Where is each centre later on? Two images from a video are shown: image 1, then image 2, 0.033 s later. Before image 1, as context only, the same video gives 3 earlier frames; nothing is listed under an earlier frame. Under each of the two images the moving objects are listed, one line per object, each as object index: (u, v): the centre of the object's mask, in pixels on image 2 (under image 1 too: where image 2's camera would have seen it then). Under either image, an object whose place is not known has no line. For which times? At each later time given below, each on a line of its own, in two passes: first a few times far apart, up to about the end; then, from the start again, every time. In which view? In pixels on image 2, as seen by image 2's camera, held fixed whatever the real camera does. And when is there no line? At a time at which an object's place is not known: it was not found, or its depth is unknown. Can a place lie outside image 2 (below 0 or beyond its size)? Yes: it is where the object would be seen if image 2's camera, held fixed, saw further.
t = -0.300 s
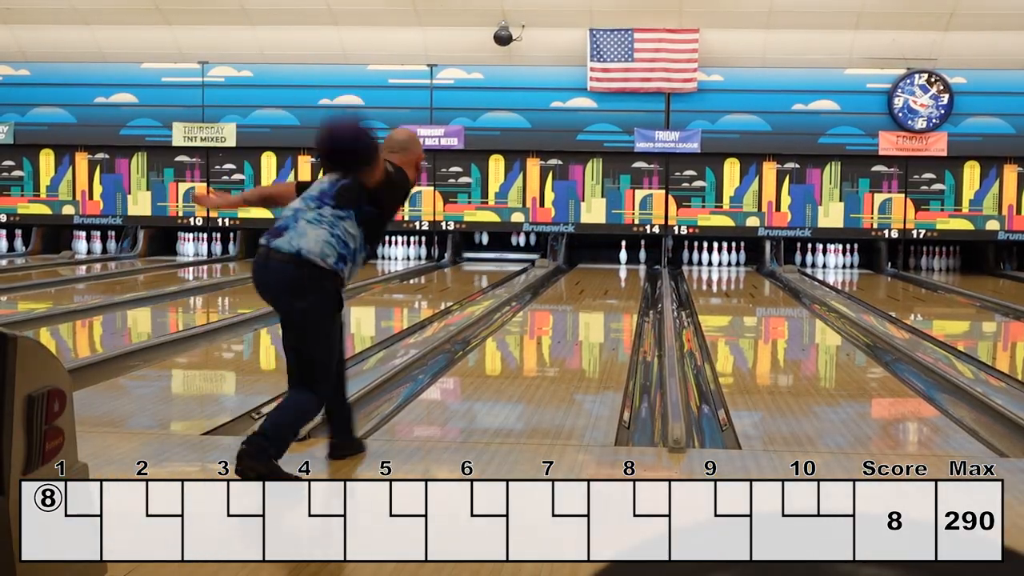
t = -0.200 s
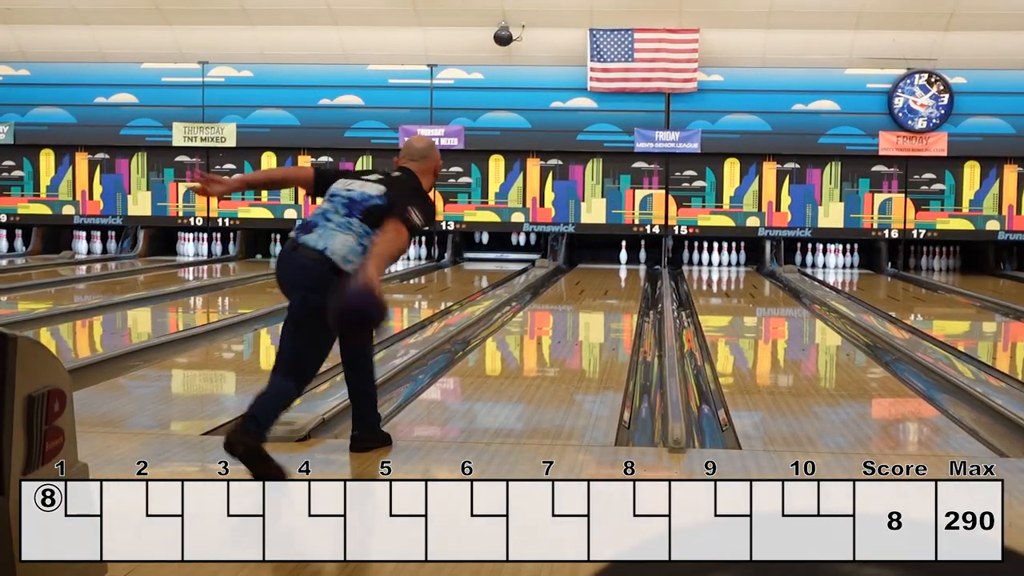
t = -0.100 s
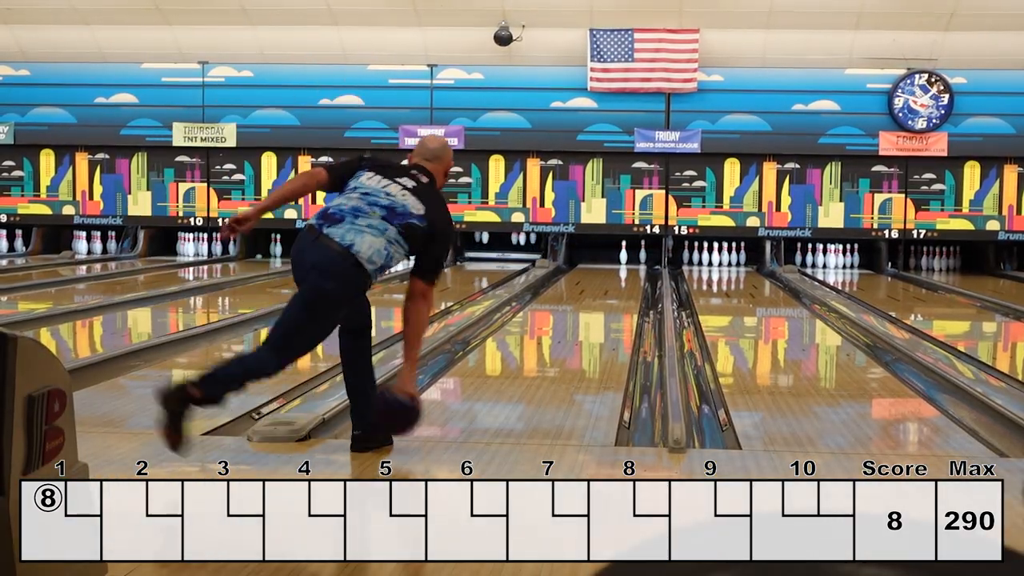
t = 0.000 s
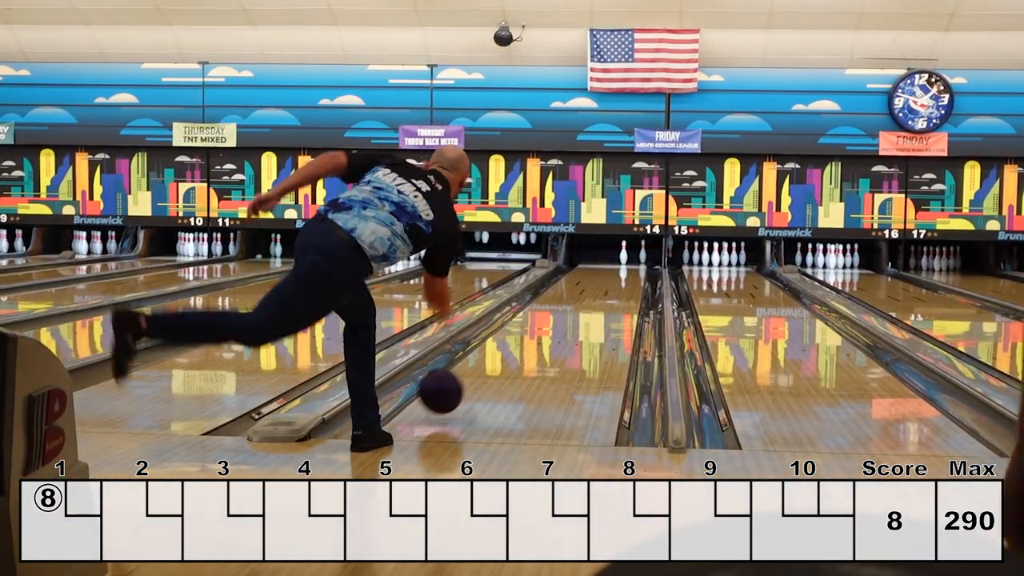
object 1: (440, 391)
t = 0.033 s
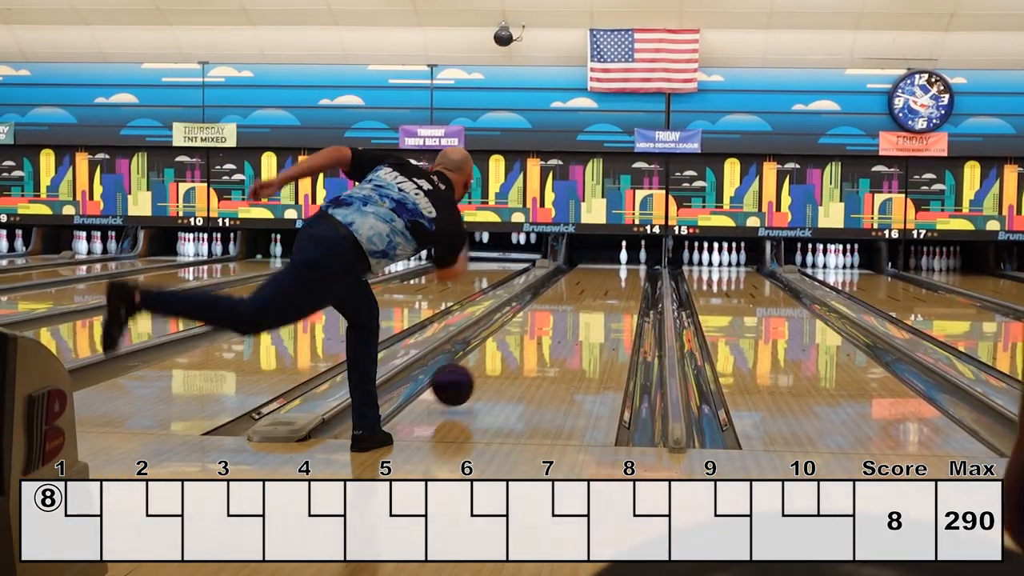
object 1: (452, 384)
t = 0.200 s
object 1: (499, 357)
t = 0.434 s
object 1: (541, 326)
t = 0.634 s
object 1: (566, 308)
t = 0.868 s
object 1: (587, 292)
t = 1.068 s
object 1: (600, 282)
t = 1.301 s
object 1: (612, 273)
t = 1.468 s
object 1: (619, 268)
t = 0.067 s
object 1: (463, 381)
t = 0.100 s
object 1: (472, 376)
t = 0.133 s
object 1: (482, 369)
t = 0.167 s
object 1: (490, 363)
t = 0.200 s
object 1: (499, 357)
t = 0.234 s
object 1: (506, 351)
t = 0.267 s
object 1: (513, 346)
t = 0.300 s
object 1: (519, 342)
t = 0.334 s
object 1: (525, 337)
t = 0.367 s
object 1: (531, 334)
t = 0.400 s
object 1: (539, 328)
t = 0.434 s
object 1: (541, 326)
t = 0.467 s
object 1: (546, 322)
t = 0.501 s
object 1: (551, 319)
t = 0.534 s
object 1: (555, 317)
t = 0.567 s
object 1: (559, 313)
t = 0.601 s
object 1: (562, 311)
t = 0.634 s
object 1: (566, 308)
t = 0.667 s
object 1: (570, 305)
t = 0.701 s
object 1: (573, 303)
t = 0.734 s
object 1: (576, 300)
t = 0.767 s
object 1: (579, 298)
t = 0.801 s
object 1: (582, 296)
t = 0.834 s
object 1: (585, 294)
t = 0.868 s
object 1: (587, 292)
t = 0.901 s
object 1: (589, 290)
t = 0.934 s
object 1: (592, 288)
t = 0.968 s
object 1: (594, 287)
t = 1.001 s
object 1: (597, 285)
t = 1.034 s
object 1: (599, 284)
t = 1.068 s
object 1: (600, 282)
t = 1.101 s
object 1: (603, 281)
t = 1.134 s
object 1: (604, 279)
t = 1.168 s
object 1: (606, 278)
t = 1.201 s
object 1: (608, 277)
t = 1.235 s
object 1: (609, 276)
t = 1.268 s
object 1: (611, 274)
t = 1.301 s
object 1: (612, 273)
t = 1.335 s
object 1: (614, 272)
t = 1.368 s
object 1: (615, 271)
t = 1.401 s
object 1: (616, 270)
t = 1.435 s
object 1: (617, 269)
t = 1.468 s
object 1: (619, 268)
